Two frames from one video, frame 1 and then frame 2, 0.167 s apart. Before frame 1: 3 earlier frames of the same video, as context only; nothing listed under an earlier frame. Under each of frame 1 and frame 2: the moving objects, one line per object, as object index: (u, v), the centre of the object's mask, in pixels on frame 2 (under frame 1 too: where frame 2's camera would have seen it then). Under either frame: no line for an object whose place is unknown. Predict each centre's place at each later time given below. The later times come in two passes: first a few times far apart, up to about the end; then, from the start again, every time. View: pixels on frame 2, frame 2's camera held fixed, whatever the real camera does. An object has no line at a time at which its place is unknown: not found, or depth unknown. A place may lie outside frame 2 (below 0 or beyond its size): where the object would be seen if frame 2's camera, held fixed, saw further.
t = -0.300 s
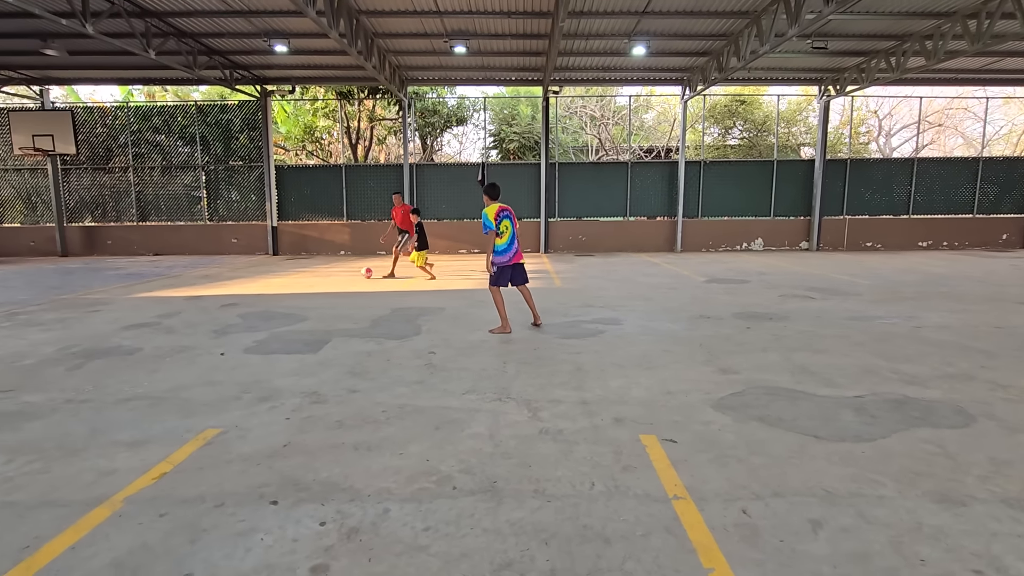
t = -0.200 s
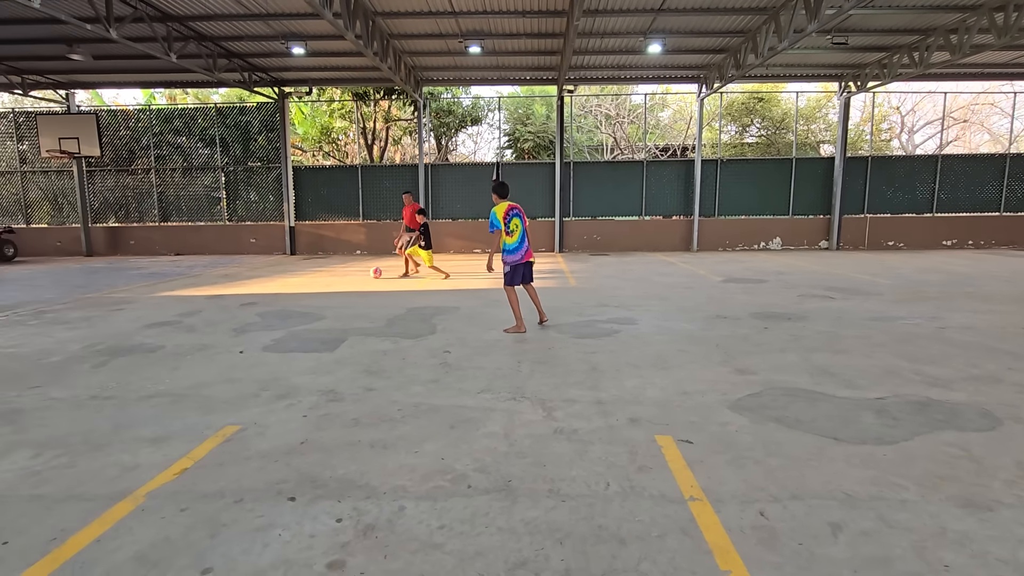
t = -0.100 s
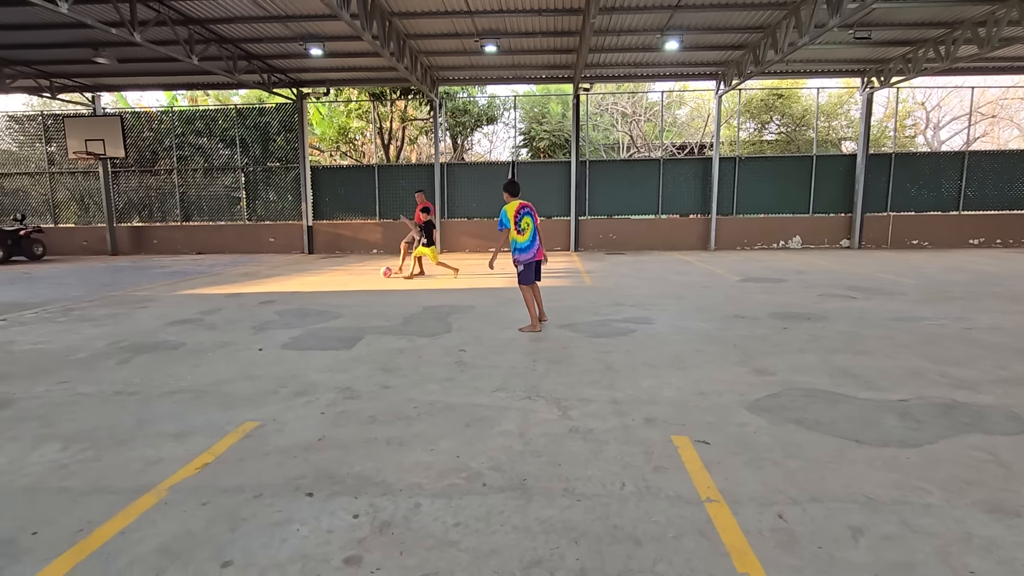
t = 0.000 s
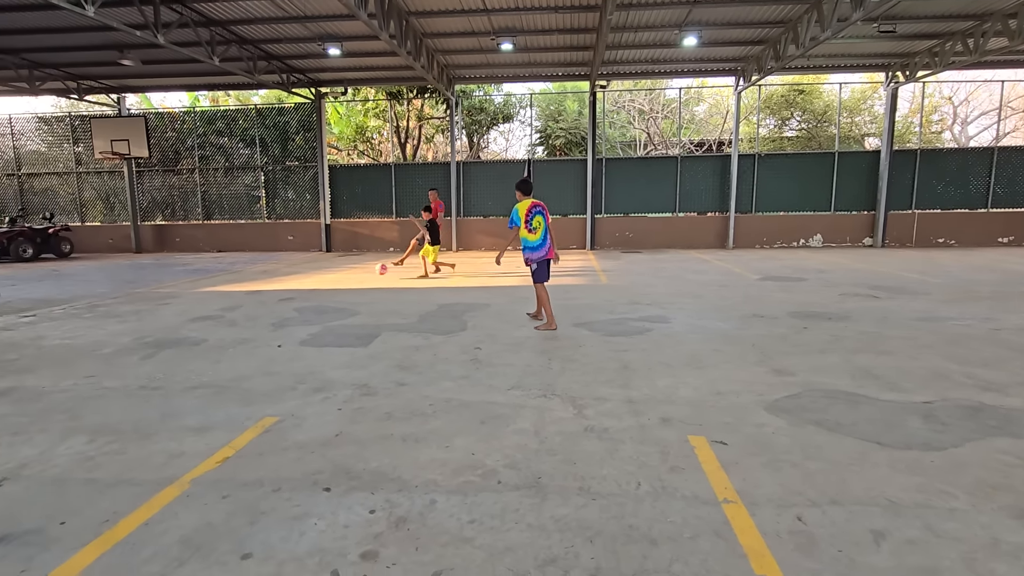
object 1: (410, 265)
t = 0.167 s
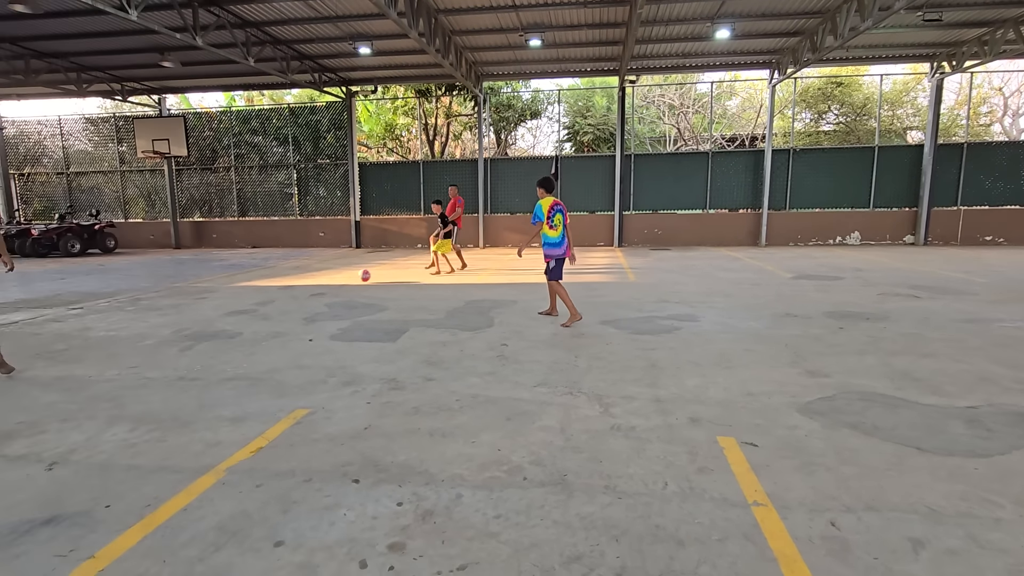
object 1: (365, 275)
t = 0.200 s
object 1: (355, 278)
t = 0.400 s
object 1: (302, 284)
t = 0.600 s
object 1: (240, 294)
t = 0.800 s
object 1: (167, 305)
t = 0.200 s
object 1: (355, 278)
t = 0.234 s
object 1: (346, 277)
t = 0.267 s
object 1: (338, 278)
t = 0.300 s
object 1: (329, 279)
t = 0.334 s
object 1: (320, 281)
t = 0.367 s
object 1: (311, 284)
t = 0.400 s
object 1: (302, 284)
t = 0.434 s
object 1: (292, 285)
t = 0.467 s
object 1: (283, 286)
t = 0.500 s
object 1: (273, 287)
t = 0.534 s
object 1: (262, 290)
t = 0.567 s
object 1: (252, 294)
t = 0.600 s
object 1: (240, 294)
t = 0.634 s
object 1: (229, 294)
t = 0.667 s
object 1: (217, 295)
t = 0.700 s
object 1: (205, 298)
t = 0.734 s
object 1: (193, 301)
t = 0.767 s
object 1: (180, 304)
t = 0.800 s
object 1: (167, 305)
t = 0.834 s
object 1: (153, 307)
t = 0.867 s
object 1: (141, 310)
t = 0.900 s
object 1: (127, 313)
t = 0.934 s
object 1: (111, 314)
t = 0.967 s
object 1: (97, 317)
